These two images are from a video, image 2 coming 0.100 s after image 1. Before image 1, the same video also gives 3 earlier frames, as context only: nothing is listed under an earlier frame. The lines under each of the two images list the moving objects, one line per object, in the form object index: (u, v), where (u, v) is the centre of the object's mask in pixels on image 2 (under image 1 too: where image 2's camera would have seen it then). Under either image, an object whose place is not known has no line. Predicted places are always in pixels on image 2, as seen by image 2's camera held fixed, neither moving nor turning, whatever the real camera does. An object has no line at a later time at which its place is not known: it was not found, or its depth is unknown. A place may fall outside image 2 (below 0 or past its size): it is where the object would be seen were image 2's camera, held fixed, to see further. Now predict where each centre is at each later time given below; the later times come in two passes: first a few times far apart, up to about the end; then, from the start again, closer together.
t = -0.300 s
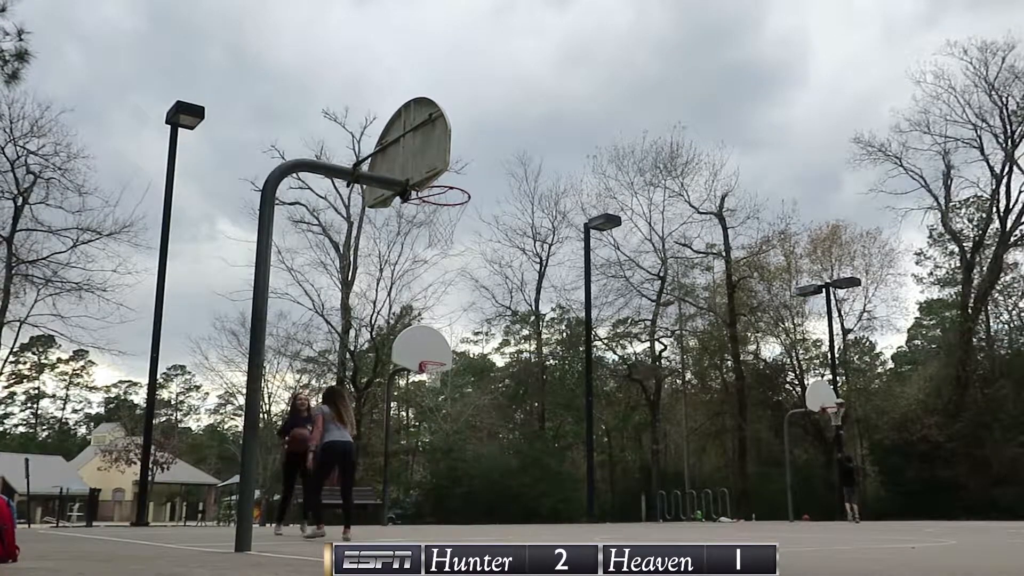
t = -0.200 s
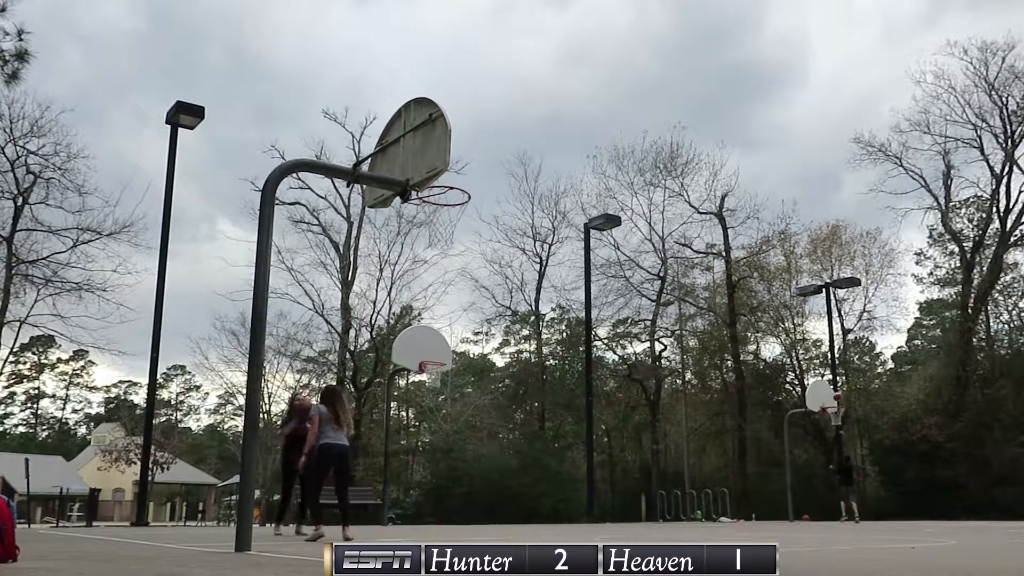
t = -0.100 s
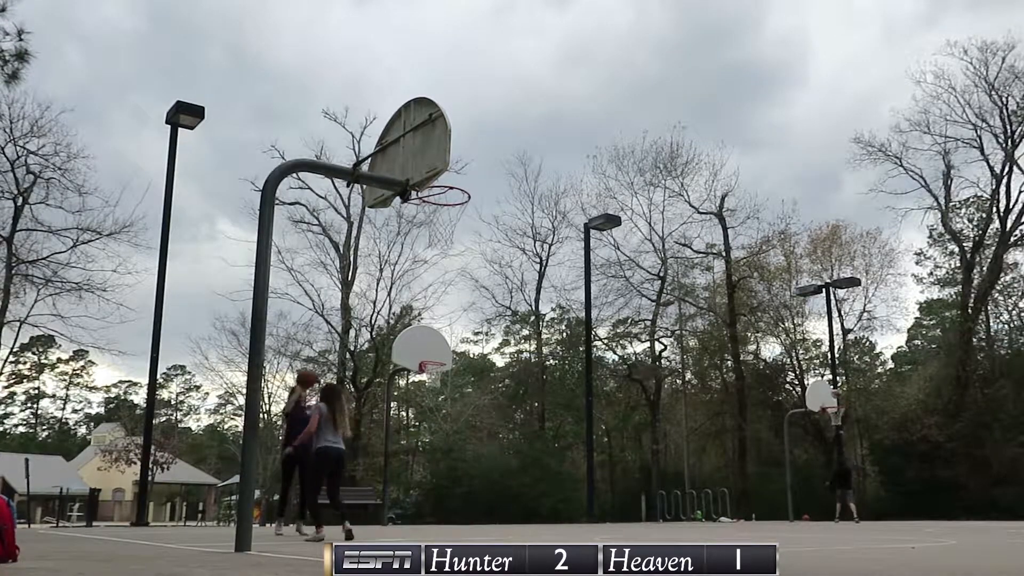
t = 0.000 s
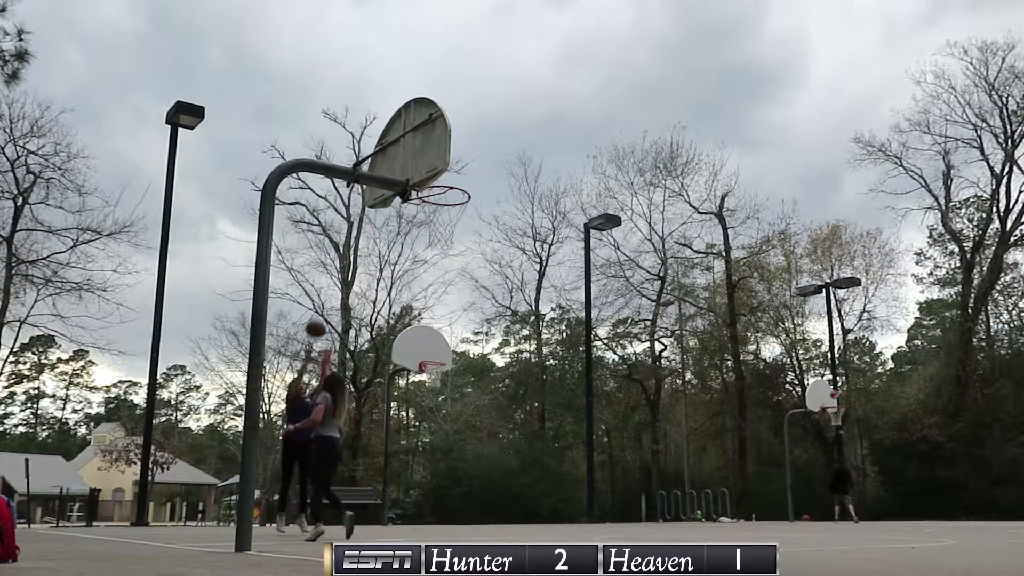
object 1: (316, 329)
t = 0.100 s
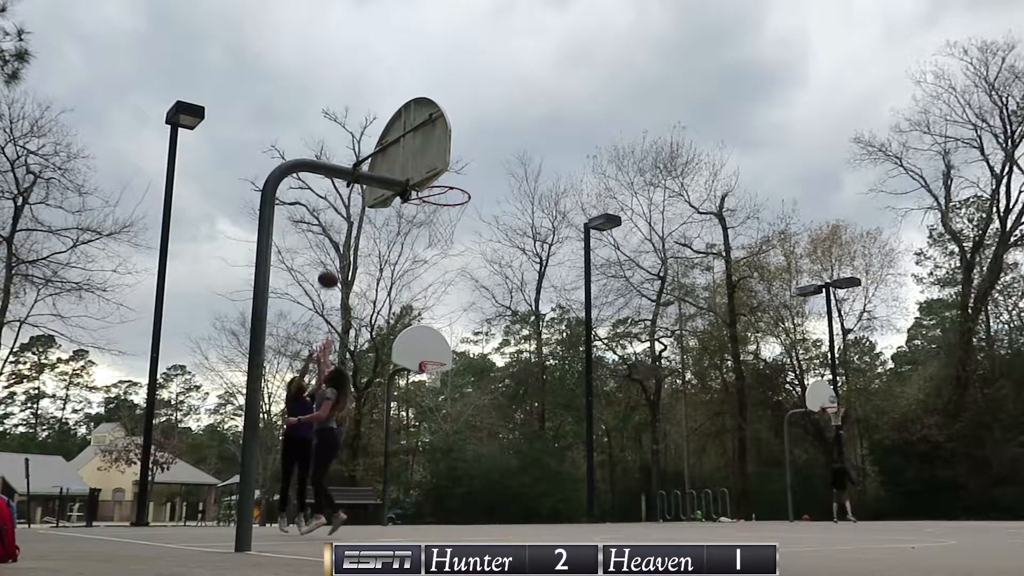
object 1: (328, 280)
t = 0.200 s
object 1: (340, 238)
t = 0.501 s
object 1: (369, 150)
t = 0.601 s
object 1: (379, 139)
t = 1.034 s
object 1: (443, 197)
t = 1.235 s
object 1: (460, 253)
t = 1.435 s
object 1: (471, 343)
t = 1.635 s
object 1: (487, 489)
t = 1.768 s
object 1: (482, 474)
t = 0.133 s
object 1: (332, 265)
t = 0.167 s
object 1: (335, 251)
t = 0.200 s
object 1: (340, 238)
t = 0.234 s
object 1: (343, 225)
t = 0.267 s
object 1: (347, 213)
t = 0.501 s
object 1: (369, 150)
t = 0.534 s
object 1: (373, 145)
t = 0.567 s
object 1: (376, 142)
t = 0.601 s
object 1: (379, 139)
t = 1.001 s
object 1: (440, 187)
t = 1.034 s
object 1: (443, 197)
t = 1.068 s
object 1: (448, 210)
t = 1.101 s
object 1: (452, 222)
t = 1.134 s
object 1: (454, 228)
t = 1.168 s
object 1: (456, 235)
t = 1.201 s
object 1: (458, 244)
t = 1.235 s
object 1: (460, 253)
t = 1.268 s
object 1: (462, 265)
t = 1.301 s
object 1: (464, 277)
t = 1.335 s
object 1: (465, 291)
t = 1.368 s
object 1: (467, 307)
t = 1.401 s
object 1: (470, 324)
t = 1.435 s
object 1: (471, 343)
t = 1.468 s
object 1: (474, 364)
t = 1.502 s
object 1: (476, 386)
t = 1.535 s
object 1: (478, 409)
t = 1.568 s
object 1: (481, 434)
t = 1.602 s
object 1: (483, 462)
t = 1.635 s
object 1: (487, 489)
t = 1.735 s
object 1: (484, 496)
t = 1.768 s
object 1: (482, 474)
